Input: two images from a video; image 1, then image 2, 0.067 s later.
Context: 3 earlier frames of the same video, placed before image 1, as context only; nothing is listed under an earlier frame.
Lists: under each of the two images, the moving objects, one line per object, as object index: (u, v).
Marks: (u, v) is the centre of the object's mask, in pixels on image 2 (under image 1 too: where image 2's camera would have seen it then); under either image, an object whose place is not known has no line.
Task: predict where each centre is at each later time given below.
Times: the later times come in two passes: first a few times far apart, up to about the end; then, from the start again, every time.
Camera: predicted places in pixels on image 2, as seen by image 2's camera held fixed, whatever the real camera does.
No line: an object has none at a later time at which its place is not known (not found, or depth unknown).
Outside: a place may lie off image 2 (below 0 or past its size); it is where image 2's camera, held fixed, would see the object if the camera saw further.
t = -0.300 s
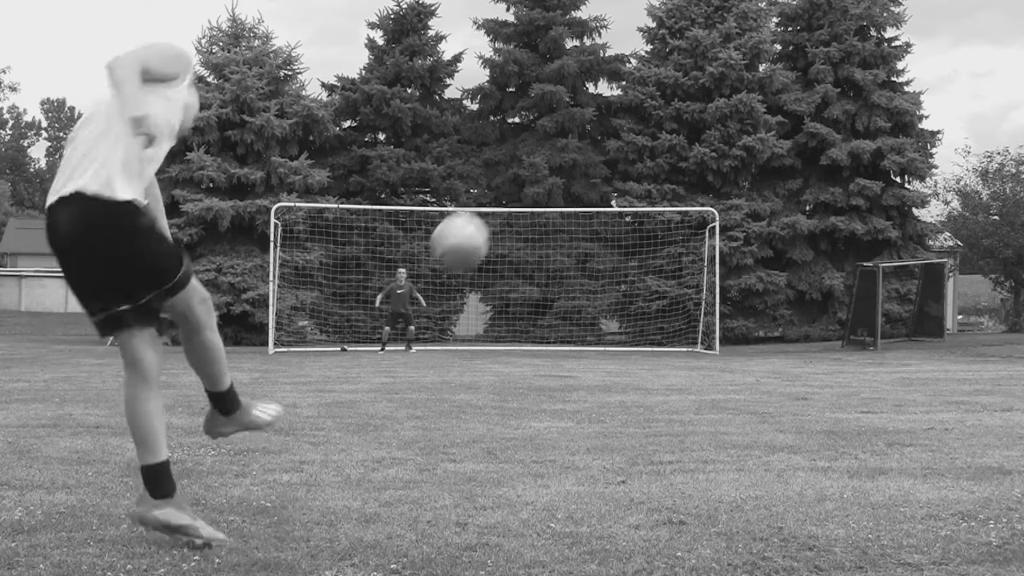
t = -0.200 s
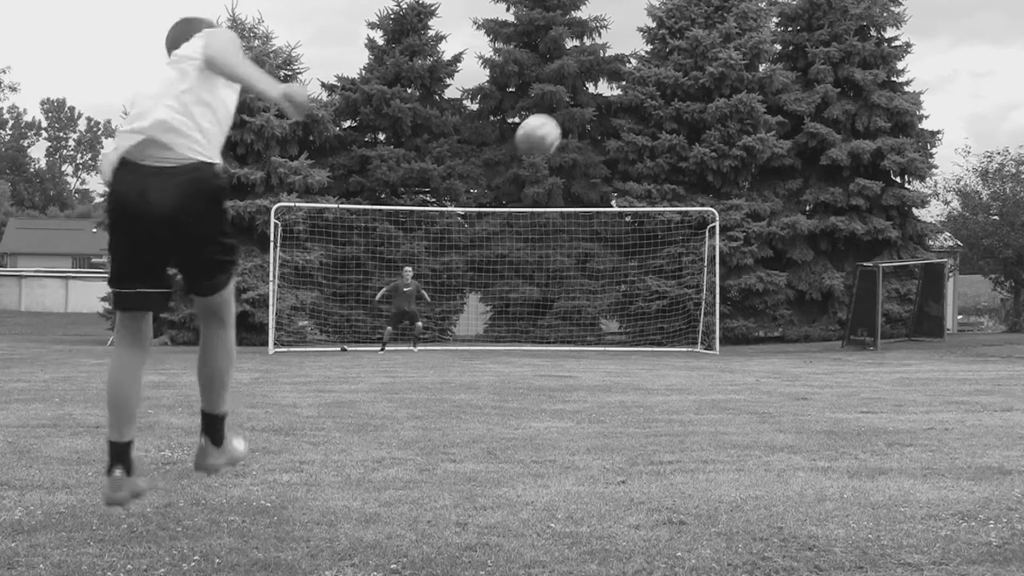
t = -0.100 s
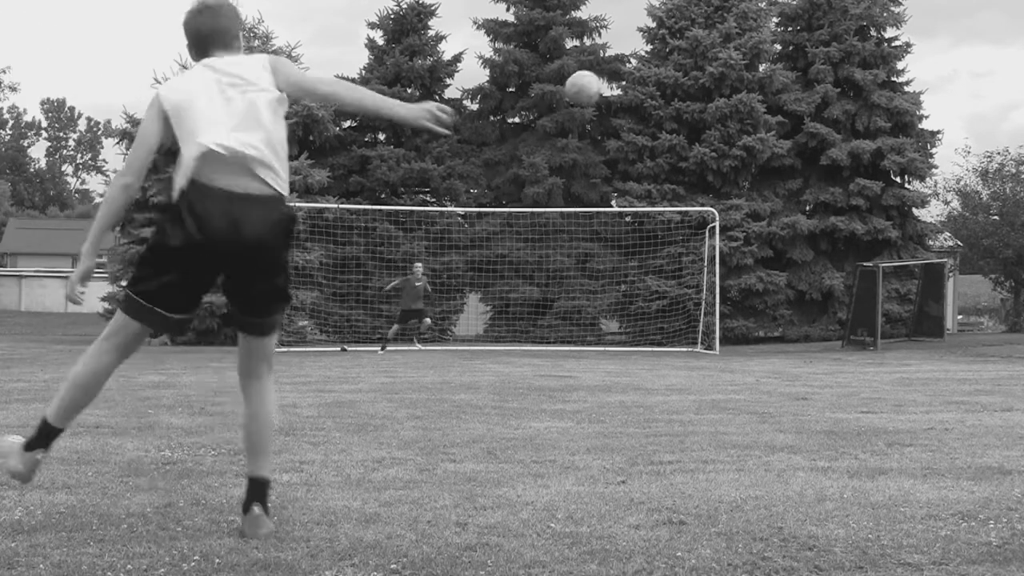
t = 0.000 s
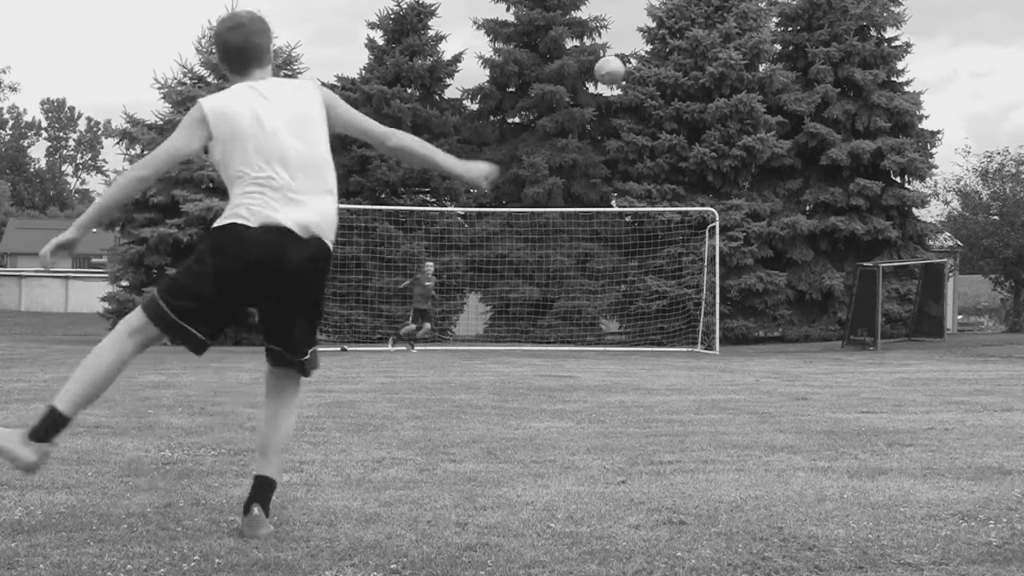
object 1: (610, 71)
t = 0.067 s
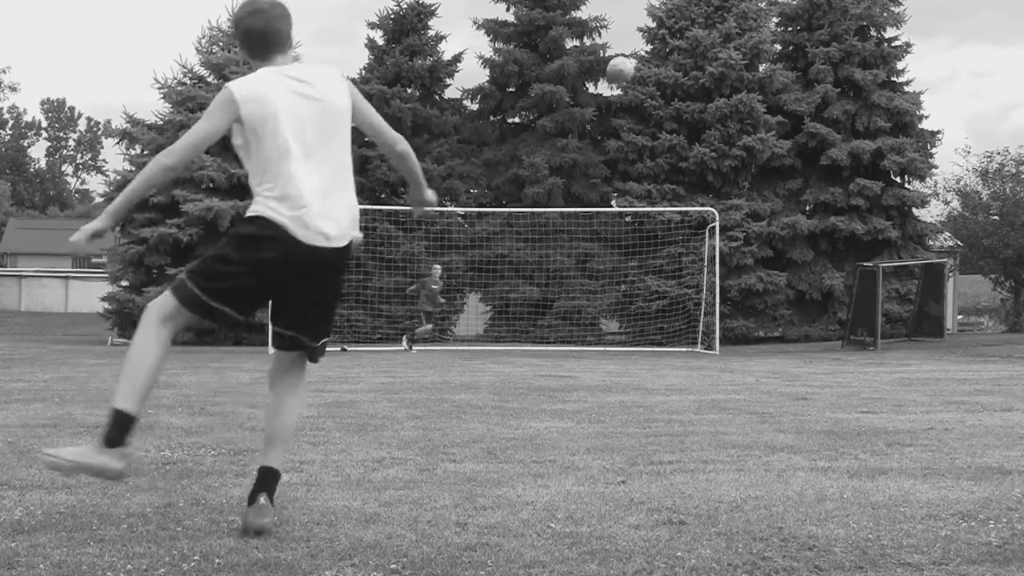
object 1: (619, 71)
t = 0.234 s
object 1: (636, 88)
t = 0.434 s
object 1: (640, 135)
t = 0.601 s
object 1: (638, 185)
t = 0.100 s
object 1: (624, 71)
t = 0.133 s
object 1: (628, 74)
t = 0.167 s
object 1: (631, 77)
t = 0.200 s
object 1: (633, 82)
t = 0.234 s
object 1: (636, 88)
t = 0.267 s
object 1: (638, 94)
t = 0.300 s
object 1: (639, 102)
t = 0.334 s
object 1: (639, 110)
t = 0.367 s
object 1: (640, 118)
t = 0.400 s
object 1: (640, 126)
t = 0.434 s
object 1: (640, 135)
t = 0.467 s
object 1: (640, 145)
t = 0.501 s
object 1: (640, 155)
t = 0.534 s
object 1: (639, 167)
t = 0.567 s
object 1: (638, 175)
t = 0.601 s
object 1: (638, 185)
